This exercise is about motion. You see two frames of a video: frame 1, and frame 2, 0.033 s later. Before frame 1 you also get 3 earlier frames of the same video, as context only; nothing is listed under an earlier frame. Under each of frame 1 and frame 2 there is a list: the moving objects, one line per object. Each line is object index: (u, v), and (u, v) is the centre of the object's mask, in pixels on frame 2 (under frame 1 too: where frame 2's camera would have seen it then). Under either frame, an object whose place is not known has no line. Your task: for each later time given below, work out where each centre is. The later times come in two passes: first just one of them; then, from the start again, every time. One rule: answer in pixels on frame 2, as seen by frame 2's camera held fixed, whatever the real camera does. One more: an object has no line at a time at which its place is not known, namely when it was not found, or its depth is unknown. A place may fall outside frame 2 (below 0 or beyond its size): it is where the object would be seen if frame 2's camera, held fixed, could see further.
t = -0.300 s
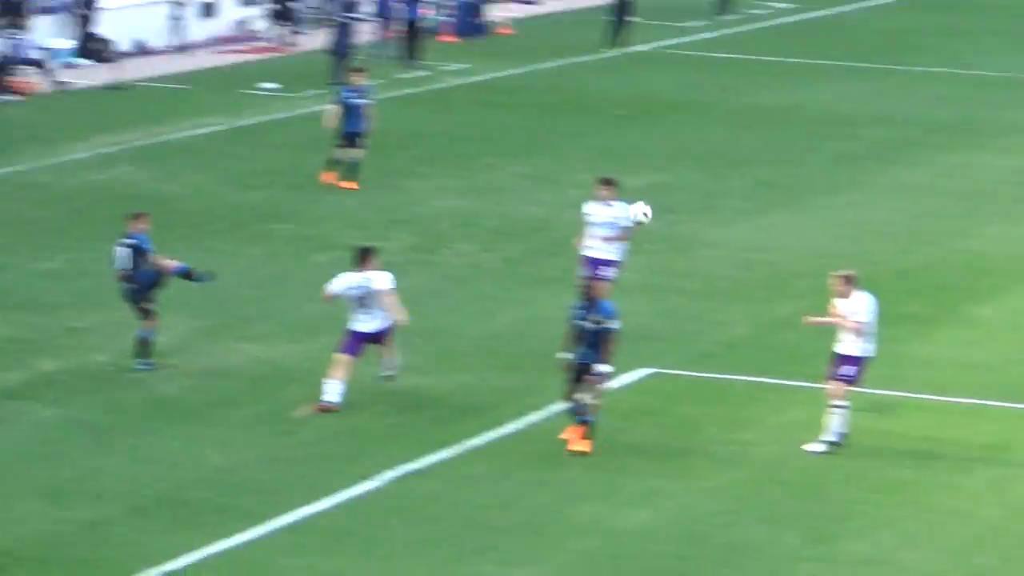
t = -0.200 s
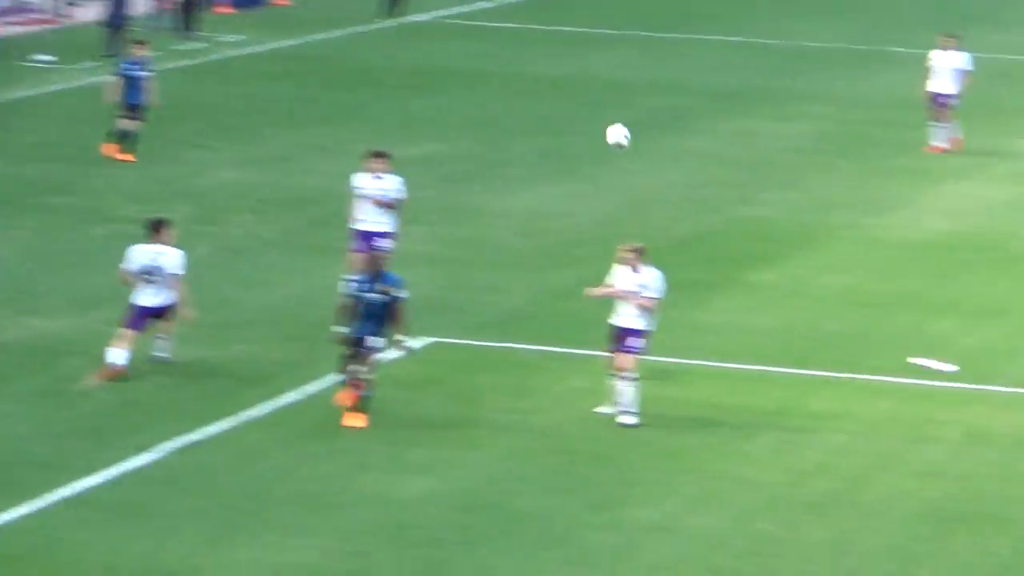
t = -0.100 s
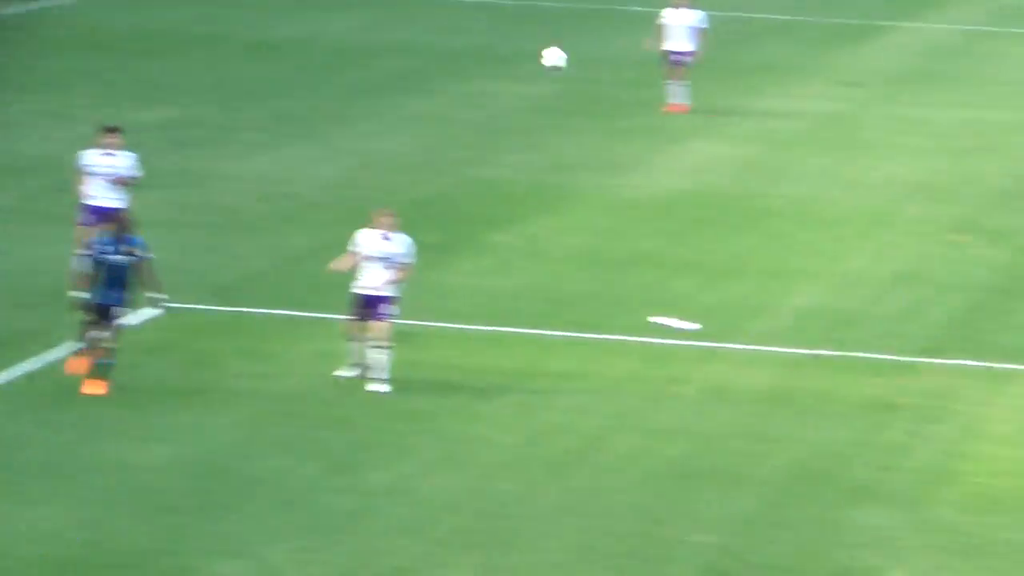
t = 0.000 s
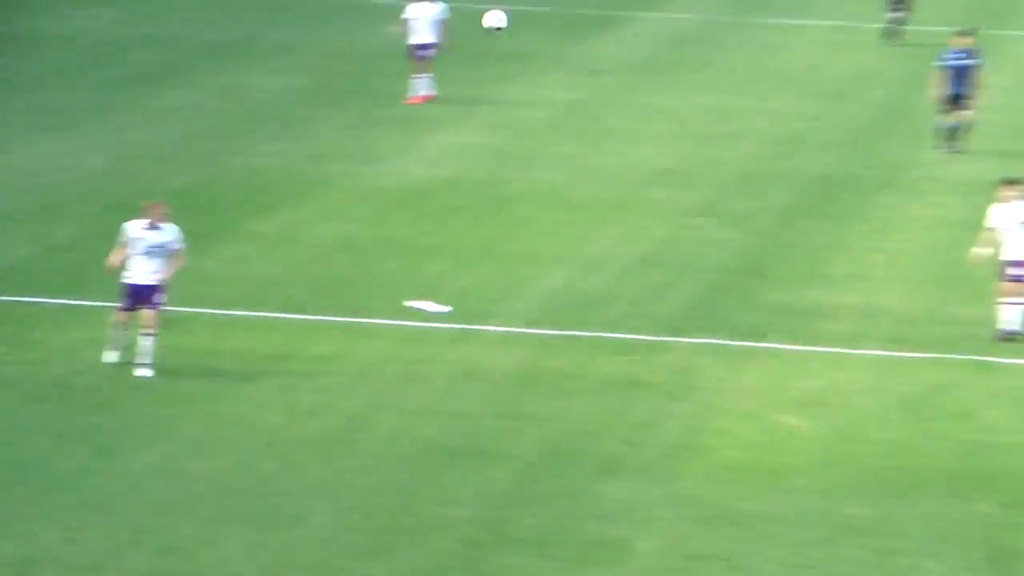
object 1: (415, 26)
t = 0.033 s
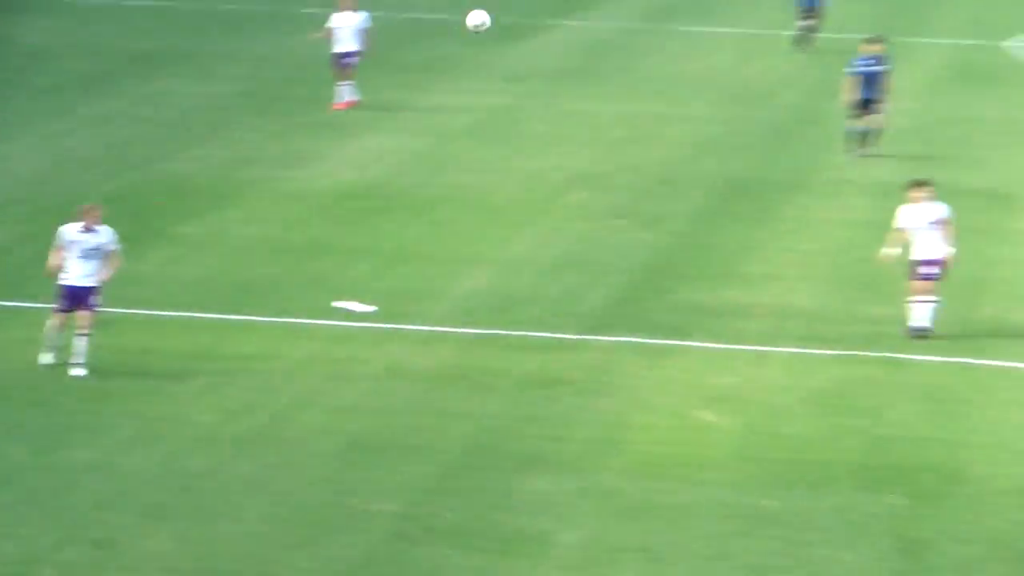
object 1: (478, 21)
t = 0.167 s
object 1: (717, 1)
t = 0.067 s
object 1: (538, 14)
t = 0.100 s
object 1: (601, 9)
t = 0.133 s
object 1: (661, 3)
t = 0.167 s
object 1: (717, 1)
